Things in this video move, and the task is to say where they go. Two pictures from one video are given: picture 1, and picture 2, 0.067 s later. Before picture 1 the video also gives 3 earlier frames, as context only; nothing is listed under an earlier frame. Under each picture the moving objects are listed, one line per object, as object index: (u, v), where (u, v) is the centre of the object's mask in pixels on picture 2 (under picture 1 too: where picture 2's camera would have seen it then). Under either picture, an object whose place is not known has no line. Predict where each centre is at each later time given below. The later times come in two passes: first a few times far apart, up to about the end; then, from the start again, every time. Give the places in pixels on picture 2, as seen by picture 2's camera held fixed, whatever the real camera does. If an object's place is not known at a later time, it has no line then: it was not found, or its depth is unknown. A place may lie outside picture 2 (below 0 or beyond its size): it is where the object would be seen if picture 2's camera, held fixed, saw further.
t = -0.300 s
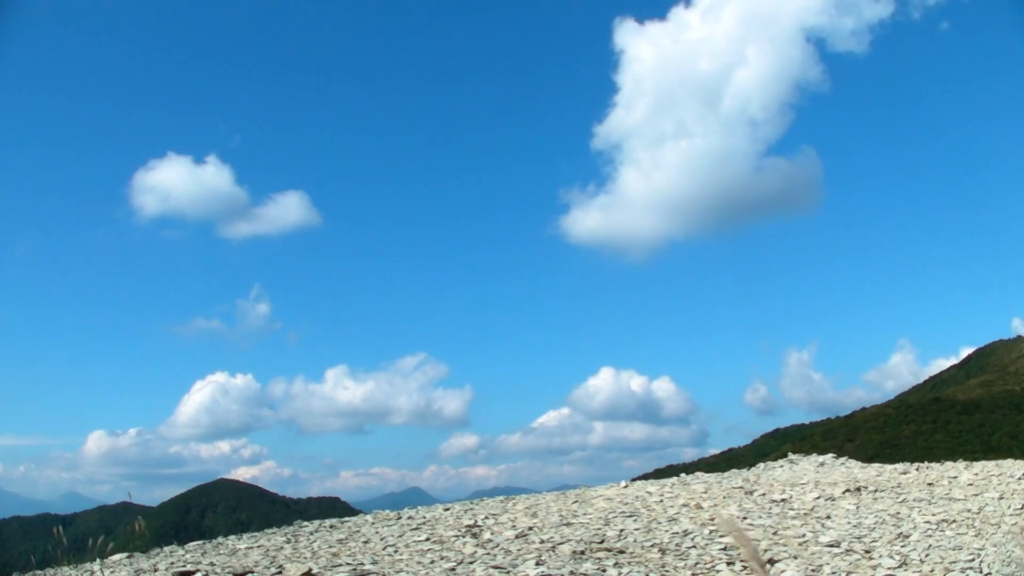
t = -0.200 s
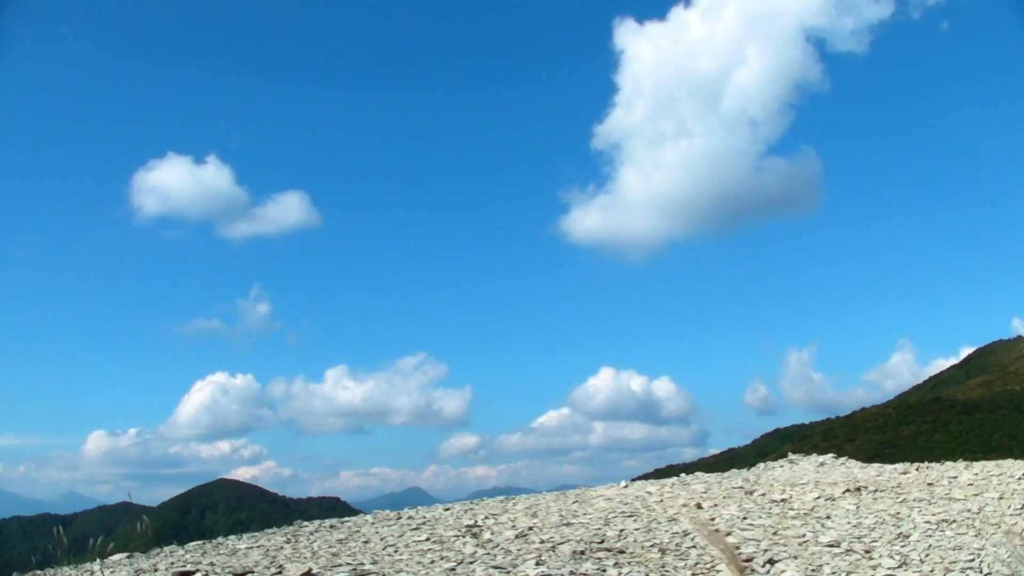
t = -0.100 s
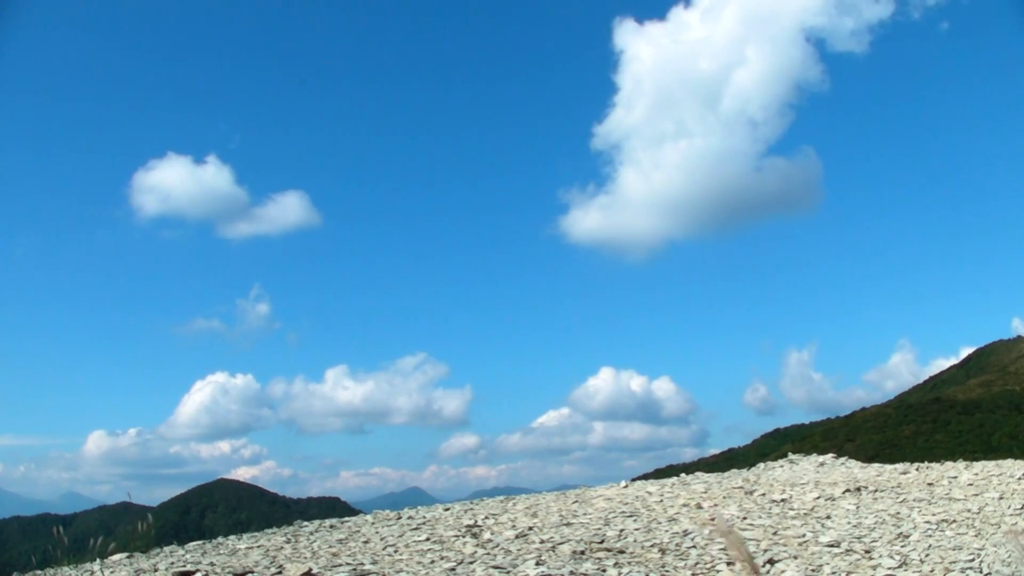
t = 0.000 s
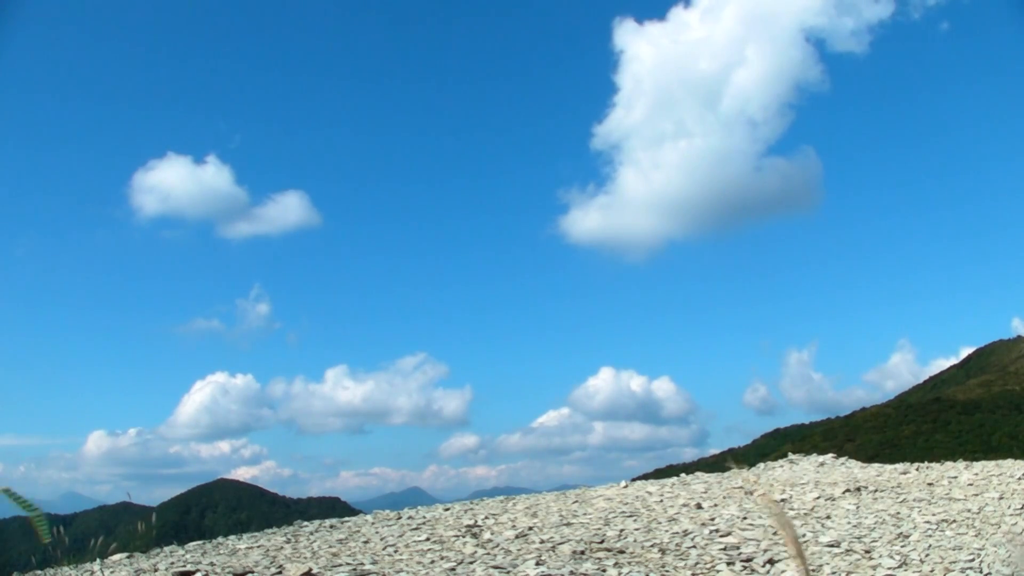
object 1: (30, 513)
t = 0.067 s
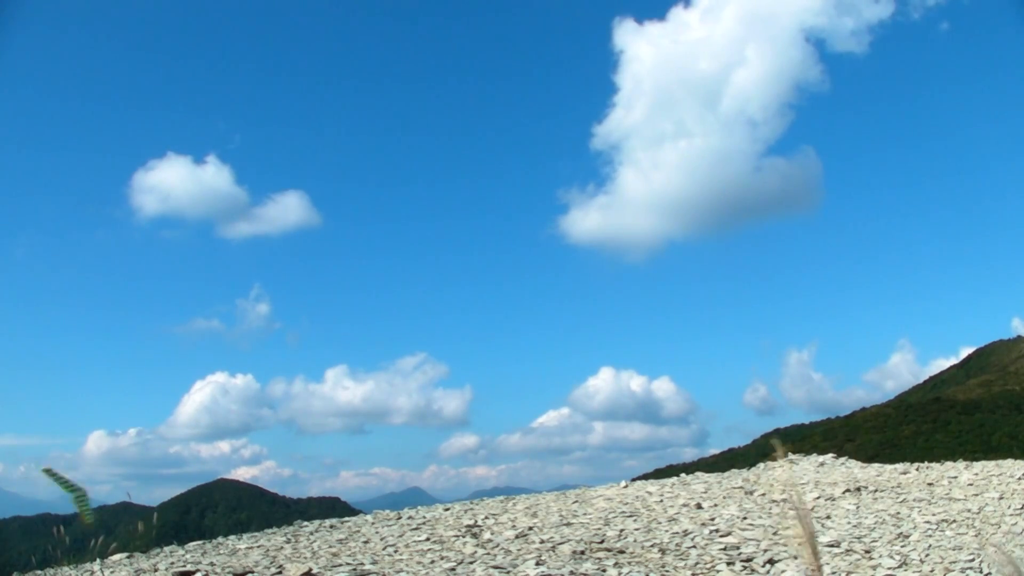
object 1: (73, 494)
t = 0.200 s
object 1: (170, 447)
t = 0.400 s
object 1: (350, 364)
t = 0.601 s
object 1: (549, 286)
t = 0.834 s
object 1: (772, 197)
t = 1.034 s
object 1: (927, 145)
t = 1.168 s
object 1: (1015, 122)
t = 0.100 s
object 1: (95, 483)
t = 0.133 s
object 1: (120, 472)
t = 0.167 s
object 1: (145, 460)
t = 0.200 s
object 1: (170, 447)
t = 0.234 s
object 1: (198, 435)
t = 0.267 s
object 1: (227, 423)
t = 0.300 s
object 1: (257, 408)
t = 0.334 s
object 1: (287, 393)
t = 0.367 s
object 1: (318, 379)
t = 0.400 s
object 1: (350, 364)
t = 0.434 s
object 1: (382, 351)
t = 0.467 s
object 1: (416, 337)
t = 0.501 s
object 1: (448, 325)
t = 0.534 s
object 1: (482, 312)
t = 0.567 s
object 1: (516, 299)
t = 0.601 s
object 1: (549, 286)
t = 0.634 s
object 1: (583, 273)
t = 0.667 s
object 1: (617, 260)
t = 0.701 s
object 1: (650, 247)
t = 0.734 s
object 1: (681, 233)
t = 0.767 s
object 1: (712, 221)
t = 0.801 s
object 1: (742, 208)
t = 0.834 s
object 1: (772, 197)
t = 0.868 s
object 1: (799, 186)
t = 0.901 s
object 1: (826, 176)
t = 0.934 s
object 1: (852, 167)
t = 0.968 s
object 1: (878, 159)
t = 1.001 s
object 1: (903, 151)
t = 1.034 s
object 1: (927, 145)
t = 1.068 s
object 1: (950, 139)
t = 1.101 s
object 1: (974, 134)
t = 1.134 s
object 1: (997, 129)
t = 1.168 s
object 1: (1015, 122)
